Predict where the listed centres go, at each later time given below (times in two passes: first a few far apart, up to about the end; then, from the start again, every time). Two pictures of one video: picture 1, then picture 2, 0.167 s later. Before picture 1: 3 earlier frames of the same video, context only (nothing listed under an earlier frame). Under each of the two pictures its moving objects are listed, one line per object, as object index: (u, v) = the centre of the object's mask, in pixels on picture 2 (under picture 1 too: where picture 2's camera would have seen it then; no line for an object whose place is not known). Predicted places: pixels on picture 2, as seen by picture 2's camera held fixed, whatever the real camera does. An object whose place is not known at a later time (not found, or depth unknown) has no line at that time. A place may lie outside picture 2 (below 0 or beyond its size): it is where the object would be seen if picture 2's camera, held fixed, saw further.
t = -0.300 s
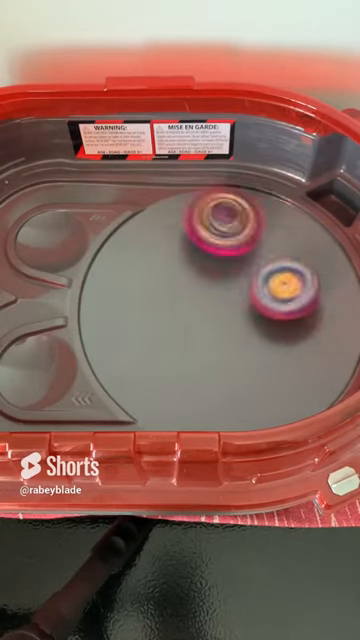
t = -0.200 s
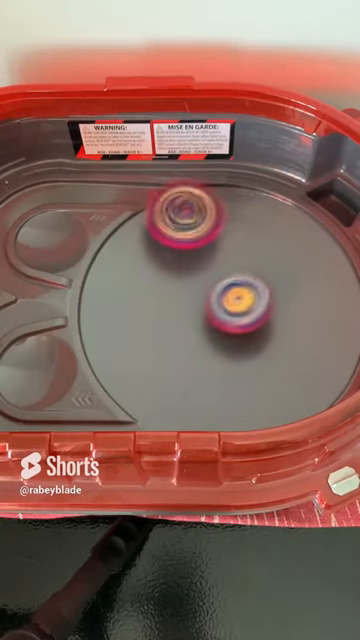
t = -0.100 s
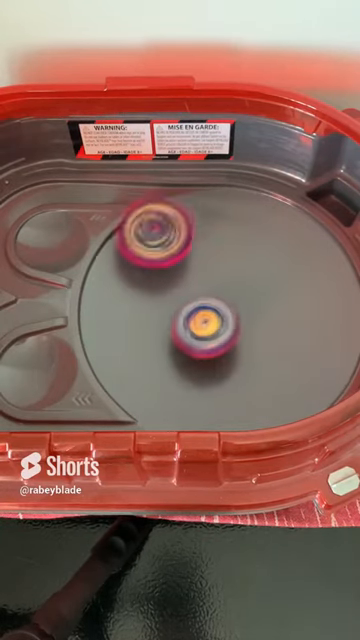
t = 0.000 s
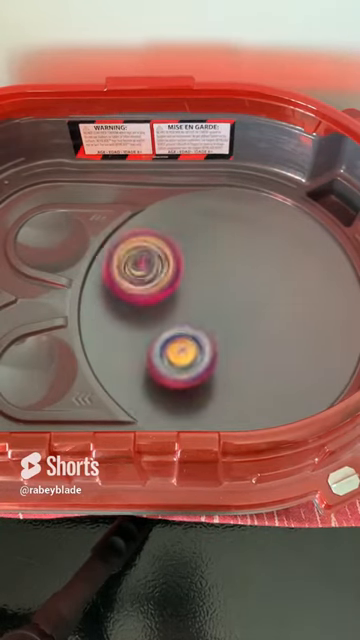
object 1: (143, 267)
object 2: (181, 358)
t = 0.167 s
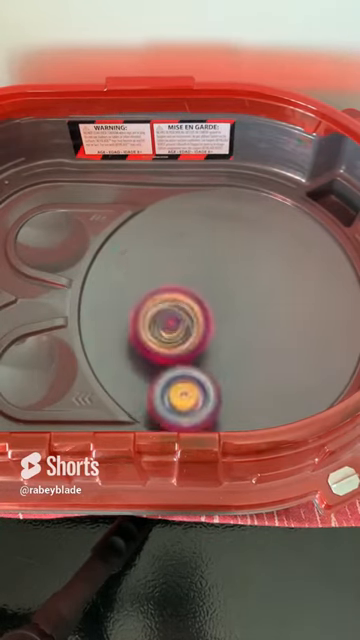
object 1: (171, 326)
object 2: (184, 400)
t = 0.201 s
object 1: (181, 333)
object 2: (191, 403)
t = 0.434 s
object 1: (271, 315)
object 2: (241, 383)
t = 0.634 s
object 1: (285, 257)
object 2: (198, 319)
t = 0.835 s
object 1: (234, 240)
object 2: (140, 289)
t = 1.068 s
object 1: (190, 289)
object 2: (120, 317)
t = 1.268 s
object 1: (282, 321)
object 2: (113, 334)
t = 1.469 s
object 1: (309, 304)
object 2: (171, 313)
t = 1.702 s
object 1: (267, 291)
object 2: (203, 257)
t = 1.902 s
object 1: (251, 326)
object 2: (202, 210)
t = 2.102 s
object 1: (246, 340)
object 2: (200, 206)
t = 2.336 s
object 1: (239, 329)
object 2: (230, 262)
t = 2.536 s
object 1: (217, 379)
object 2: (267, 261)
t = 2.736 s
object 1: (225, 374)
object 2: (293, 284)
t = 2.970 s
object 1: (218, 329)
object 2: (291, 308)
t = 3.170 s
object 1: (180, 309)
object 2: (277, 317)
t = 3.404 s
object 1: (167, 301)
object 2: (236, 339)
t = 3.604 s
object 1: (161, 296)
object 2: (237, 358)
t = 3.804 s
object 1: (176, 291)
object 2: (227, 344)
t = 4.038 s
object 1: (179, 251)
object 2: (242, 359)
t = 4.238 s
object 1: (184, 261)
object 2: (234, 336)
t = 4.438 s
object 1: (194, 268)
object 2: (228, 330)
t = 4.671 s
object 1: (202, 271)
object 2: (230, 336)
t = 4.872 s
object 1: (212, 271)
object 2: (230, 339)
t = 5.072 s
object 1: (223, 261)
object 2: (225, 347)
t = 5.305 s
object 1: (221, 261)
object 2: (213, 343)
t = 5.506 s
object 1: (232, 270)
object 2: (196, 339)
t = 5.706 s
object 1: (238, 270)
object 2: (188, 337)
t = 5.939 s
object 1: (241, 271)
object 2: (186, 324)
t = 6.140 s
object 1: (242, 277)
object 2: (179, 324)
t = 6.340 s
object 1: (251, 280)
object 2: (184, 323)
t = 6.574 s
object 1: (253, 284)
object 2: (183, 328)
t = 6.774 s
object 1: (254, 294)
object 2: (169, 322)
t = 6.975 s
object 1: (255, 295)
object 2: (173, 319)
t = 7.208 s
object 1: (246, 298)
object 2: (175, 317)
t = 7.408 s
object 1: (248, 299)
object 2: (176, 317)
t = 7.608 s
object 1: (247, 302)
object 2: (174, 315)
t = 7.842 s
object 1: (248, 301)
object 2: (177, 316)
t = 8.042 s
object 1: (243, 305)
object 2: (178, 314)
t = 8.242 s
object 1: (243, 306)
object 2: (178, 314)
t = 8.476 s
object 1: (243, 301)
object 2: (178, 314)
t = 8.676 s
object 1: (238, 305)
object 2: (177, 313)
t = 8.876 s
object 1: (239, 305)
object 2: (177, 311)
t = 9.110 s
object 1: (235, 296)
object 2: (177, 311)
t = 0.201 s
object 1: (181, 333)
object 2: (191, 403)
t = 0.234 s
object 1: (193, 338)
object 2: (200, 406)
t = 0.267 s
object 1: (207, 340)
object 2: (210, 407)
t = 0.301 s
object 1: (221, 341)
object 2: (221, 407)
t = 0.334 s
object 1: (234, 337)
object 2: (229, 405)
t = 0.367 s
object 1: (248, 332)
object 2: (236, 402)
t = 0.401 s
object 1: (260, 325)
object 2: (240, 395)
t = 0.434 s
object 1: (271, 315)
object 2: (241, 383)
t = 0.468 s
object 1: (279, 304)
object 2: (239, 371)
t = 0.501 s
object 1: (285, 294)
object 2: (233, 359)
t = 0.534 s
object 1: (288, 284)
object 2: (227, 348)
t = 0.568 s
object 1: (288, 274)
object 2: (218, 337)
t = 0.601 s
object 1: (289, 264)
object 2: (208, 327)
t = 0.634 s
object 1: (285, 257)
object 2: (198, 319)
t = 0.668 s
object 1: (279, 252)
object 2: (188, 312)
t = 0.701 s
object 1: (273, 246)
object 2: (177, 306)
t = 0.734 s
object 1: (265, 242)
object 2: (167, 300)
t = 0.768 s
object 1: (256, 241)
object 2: (158, 296)
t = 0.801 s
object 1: (245, 239)
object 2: (149, 292)
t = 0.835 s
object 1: (234, 240)
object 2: (140, 289)
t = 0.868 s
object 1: (224, 244)
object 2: (131, 289)
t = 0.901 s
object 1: (214, 248)
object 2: (124, 289)
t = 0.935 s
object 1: (206, 255)
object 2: (119, 292)
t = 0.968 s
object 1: (199, 263)
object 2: (114, 296)
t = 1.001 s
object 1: (194, 271)
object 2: (113, 302)
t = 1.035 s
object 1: (191, 280)
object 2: (114, 310)
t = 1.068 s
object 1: (190, 289)
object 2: (120, 317)
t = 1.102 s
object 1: (202, 295)
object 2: (111, 319)
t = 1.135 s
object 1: (222, 303)
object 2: (96, 322)
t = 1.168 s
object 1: (238, 310)
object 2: (85, 326)
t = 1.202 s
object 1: (255, 316)
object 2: (91, 329)
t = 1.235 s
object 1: (269, 320)
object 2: (103, 332)
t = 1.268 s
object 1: (282, 321)
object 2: (113, 334)
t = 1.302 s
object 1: (293, 321)
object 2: (124, 335)
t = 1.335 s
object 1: (299, 318)
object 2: (136, 334)
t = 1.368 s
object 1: (304, 315)
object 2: (147, 331)
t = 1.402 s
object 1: (307, 311)
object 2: (156, 326)
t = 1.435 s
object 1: (310, 308)
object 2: (164, 321)
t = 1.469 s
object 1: (309, 304)
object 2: (171, 313)
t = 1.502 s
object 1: (307, 301)
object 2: (175, 305)
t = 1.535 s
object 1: (304, 297)
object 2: (180, 296)
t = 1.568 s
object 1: (300, 293)
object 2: (186, 289)
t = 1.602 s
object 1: (294, 292)
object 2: (190, 280)
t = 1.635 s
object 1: (285, 291)
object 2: (195, 273)
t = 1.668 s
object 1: (277, 290)
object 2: (200, 265)
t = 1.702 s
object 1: (267, 291)
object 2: (203, 257)
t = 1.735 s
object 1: (261, 296)
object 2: (203, 248)
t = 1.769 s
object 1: (259, 304)
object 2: (202, 236)
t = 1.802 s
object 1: (257, 311)
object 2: (201, 226)
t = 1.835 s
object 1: (254, 317)
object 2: (201, 220)
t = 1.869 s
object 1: (252, 322)
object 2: (202, 215)
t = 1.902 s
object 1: (251, 326)
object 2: (202, 210)
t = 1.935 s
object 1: (250, 330)
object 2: (202, 206)
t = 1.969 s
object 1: (249, 334)
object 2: (202, 204)
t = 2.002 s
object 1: (248, 338)
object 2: (201, 202)
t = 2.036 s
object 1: (246, 341)
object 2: (201, 201)
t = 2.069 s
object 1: (246, 340)
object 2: (201, 202)
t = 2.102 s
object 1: (246, 340)
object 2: (200, 206)
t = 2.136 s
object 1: (246, 339)
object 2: (202, 213)
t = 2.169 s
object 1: (246, 338)
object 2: (204, 220)
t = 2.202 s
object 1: (245, 337)
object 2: (208, 229)
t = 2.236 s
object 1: (244, 335)
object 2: (212, 238)
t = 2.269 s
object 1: (243, 333)
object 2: (217, 246)
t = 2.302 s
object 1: (242, 331)
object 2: (224, 255)
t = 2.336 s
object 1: (239, 329)
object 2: (230, 262)
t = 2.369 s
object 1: (232, 335)
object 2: (236, 263)
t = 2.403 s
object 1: (227, 347)
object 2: (245, 257)
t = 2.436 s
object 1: (222, 357)
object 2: (251, 255)
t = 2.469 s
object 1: (219, 365)
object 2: (256, 256)
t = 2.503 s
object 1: (217, 372)
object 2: (262, 258)
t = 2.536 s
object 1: (217, 379)
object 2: (267, 261)
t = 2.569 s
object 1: (217, 383)
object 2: (273, 265)
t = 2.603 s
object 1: (218, 383)
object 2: (277, 268)
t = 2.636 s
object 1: (220, 382)
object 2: (283, 273)
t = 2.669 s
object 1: (221, 380)
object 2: (287, 276)
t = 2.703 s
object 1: (223, 377)
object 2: (290, 280)
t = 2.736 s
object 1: (225, 374)
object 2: (293, 284)
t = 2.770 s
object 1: (226, 371)
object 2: (295, 289)
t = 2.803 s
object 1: (226, 366)
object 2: (297, 293)
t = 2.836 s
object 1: (227, 359)
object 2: (296, 296)
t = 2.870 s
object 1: (228, 351)
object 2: (297, 300)
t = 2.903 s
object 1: (227, 343)
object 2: (295, 302)
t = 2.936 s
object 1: (224, 336)
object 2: (292, 306)
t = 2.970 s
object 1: (218, 329)
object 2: (291, 308)
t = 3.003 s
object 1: (211, 323)
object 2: (291, 310)
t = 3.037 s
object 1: (204, 319)
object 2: (291, 311)
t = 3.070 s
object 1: (197, 315)
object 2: (288, 312)
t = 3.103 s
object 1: (191, 311)
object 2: (285, 314)
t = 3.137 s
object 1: (186, 309)
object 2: (280, 315)
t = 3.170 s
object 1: (180, 309)
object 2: (277, 317)
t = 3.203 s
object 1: (176, 306)
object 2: (270, 319)
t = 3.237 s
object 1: (173, 304)
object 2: (264, 322)
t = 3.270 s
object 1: (171, 302)
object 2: (258, 324)
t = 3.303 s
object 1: (170, 303)
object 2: (251, 329)
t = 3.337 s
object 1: (169, 303)
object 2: (245, 331)
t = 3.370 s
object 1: (169, 303)
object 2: (239, 336)
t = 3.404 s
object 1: (167, 301)
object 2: (236, 339)
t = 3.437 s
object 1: (163, 298)
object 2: (235, 346)
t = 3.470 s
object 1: (162, 296)
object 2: (236, 349)
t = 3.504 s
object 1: (161, 295)
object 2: (235, 354)
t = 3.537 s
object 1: (161, 296)
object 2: (236, 356)
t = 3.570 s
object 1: (160, 296)
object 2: (237, 358)
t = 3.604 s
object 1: (161, 296)
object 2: (237, 358)
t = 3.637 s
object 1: (162, 296)
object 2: (237, 357)
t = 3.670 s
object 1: (164, 296)
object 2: (236, 355)
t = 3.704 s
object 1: (166, 296)
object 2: (234, 354)
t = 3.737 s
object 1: (168, 296)
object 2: (233, 351)
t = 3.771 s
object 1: (172, 294)
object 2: (230, 345)
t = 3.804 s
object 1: (176, 291)
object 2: (227, 344)
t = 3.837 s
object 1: (177, 281)
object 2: (229, 350)
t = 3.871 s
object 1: (178, 270)
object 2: (231, 354)
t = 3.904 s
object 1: (179, 262)
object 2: (233, 359)
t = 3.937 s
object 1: (180, 257)
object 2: (237, 361)
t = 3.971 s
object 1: (180, 253)
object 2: (239, 362)
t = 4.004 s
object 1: (180, 251)
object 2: (240, 361)
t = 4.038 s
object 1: (179, 251)
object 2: (242, 359)
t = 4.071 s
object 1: (179, 251)
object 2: (242, 356)
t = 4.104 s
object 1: (180, 251)
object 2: (244, 353)
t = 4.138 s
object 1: (181, 254)
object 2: (241, 350)
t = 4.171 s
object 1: (181, 256)
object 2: (241, 344)
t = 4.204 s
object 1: (182, 258)
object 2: (239, 341)
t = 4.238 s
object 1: (184, 261)
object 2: (234, 336)
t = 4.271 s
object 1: (187, 266)
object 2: (231, 330)
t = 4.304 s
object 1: (189, 268)
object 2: (228, 327)
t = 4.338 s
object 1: (190, 265)
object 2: (228, 328)
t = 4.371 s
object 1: (192, 265)
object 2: (228, 330)
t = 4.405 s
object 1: (194, 267)
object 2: (227, 329)
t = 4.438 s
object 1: (194, 268)
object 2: (228, 330)
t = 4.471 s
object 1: (195, 270)
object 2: (228, 331)
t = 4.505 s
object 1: (195, 269)
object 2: (229, 332)
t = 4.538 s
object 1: (195, 268)
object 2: (229, 334)
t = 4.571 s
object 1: (197, 269)
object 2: (228, 333)
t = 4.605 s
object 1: (199, 271)
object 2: (230, 334)
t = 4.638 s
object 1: (201, 272)
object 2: (229, 335)
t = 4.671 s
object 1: (202, 271)
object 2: (230, 336)
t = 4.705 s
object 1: (205, 270)
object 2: (231, 338)
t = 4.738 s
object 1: (208, 270)
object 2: (230, 337)
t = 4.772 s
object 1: (209, 272)
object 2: (231, 337)
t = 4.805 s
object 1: (209, 271)
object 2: (230, 339)
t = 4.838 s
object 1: (210, 270)
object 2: (229, 339)
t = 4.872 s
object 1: (212, 271)
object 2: (230, 339)
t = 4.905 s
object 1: (215, 269)
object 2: (229, 340)
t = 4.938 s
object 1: (217, 270)
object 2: (229, 338)
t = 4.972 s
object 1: (218, 271)
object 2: (229, 338)
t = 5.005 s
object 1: (219, 268)
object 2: (226, 342)
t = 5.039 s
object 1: (221, 264)
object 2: (225, 345)
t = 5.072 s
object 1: (223, 261)
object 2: (225, 347)
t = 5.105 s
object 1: (225, 261)
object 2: (222, 349)
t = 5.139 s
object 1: (224, 260)
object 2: (222, 348)
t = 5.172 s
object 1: (224, 260)
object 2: (221, 349)
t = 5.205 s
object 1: (224, 261)
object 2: (219, 348)
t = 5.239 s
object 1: (222, 262)
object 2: (218, 346)
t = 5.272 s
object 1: (221, 262)
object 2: (216, 346)
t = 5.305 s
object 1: (221, 261)
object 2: (213, 343)
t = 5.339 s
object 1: (221, 263)
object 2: (210, 340)
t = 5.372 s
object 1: (222, 264)
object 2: (208, 339)
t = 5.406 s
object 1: (225, 268)
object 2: (205, 337)
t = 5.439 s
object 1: (225, 271)
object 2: (203, 335)
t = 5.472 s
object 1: (229, 270)
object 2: (200, 339)
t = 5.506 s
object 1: (232, 270)
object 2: (196, 339)
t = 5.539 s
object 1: (235, 270)
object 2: (193, 340)
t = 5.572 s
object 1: (236, 269)
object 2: (191, 339)
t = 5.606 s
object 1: (238, 268)
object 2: (189, 339)
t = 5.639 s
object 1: (240, 268)
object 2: (188, 338)
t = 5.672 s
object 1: (240, 269)
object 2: (187, 337)
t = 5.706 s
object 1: (238, 270)
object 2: (188, 337)
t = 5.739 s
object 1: (236, 271)
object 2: (187, 336)
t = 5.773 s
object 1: (235, 270)
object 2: (187, 334)
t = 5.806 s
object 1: (235, 270)
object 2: (189, 331)
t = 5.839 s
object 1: (235, 270)
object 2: (190, 329)
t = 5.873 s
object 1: (235, 271)
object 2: (190, 326)
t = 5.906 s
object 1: (237, 271)
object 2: (189, 323)
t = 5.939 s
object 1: (241, 271)
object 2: (186, 324)
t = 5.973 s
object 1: (242, 273)
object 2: (184, 326)
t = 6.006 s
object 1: (242, 275)
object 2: (181, 326)
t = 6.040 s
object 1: (242, 276)
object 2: (182, 324)
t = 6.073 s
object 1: (242, 276)
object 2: (182, 325)
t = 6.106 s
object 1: (243, 276)
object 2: (180, 327)
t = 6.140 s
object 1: (242, 277)
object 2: (179, 324)
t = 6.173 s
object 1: (243, 277)
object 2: (183, 323)
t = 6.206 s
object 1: (244, 277)
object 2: (186, 323)
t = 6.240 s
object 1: (244, 278)
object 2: (186, 323)
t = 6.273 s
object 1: (244, 278)
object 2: (186, 321)
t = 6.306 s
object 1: (247, 279)
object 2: (185, 321)
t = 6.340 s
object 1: (251, 280)
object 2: (184, 323)
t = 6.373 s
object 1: (252, 282)
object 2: (182, 325)
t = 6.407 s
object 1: (252, 283)
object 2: (179, 326)
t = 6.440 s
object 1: (252, 282)
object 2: (179, 327)
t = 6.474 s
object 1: (252, 282)
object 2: (180, 329)
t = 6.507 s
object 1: (253, 282)
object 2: (179, 329)
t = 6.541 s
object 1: (254, 282)
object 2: (180, 329)
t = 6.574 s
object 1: (253, 284)
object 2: (183, 328)
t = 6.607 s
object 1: (252, 287)
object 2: (185, 329)
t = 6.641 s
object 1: (249, 289)
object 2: (186, 329)
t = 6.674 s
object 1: (248, 289)
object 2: (186, 327)
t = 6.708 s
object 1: (249, 290)
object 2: (180, 326)
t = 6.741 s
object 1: (252, 292)
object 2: (173, 323)
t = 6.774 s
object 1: (254, 294)
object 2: (169, 322)
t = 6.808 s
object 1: (254, 296)
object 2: (169, 320)
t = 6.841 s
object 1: (255, 297)
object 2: (169, 319)
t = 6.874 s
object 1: (257, 297)
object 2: (170, 319)
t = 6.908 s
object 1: (257, 297)
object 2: (171, 318)
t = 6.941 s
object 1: (257, 297)
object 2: (172, 320)
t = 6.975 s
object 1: (255, 295)
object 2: (173, 319)
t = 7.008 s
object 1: (254, 294)
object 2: (173, 319)
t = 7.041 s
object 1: (254, 292)
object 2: (174, 318)
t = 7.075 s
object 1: (255, 292)
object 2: (175, 318)
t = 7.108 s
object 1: (254, 295)
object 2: (176, 318)
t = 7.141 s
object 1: (252, 298)
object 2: (177, 317)
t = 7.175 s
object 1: (247, 299)
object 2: (177, 316)
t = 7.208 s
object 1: (246, 298)
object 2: (175, 317)
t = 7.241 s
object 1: (247, 298)
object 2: (175, 318)
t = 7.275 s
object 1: (248, 298)
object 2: (176, 317)
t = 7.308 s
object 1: (249, 299)
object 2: (176, 317)
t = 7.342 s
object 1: (250, 299)
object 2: (176, 317)
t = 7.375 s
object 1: (249, 299)
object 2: (176, 317)
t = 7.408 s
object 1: (248, 299)
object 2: (176, 317)
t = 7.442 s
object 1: (247, 301)
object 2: (176, 317)
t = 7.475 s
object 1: (246, 302)
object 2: (176, 317)
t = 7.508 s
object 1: (246, 304)
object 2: (175, 317)
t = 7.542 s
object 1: (247, 305)
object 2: (175, 317)
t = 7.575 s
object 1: (246, 303)
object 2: (176, 316)
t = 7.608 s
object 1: (247, 302)
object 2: (174, 315)
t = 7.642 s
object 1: (249, 301)
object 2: (176, 316)
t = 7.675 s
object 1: (249, 299)
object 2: (177, 316)
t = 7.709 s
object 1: (250, 298)
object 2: (178, 316)
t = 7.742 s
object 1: (252, 299)
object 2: (177, 316)
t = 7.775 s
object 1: (253, 299)
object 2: (177, 316)
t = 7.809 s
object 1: (251, 300)
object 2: (177, 316)
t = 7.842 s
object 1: (248, 301)
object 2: (177, 316)
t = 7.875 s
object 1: (246, 301)
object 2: (177, 316)
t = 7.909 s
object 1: (245, 301)
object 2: (177, 316)
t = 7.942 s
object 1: (244, 301)
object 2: (177, 315)
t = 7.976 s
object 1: (244, 302)
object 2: (177, 316)
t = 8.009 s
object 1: (243, 303)
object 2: (177, 315)
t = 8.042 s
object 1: (243, 305)
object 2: (178, 314)
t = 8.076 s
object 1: (244, 306)
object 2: (178, 314)
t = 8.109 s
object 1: (245, 306)
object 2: (178, 314)
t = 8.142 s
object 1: (245, 307)
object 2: (178, 314)
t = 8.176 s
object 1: (245, 307)
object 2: (179, 314)
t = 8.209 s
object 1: (245, 307)
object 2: (178, 314)
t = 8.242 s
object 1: (243, 306)
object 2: (178, 314)
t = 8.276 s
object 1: (243, 305)
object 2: (178, 314)
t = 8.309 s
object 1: (244, 304)
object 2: (179, 314)
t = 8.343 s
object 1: (246, 303)
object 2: (178, 314)
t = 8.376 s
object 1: (246, 303)
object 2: (179, 314)
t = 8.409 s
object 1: (246, 302)
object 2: (179, 314)
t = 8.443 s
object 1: (245, 302)
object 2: (178, 314)
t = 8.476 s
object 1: (243, 301)
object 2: (178, 314)
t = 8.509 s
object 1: (242, 300)
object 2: (178, 314)
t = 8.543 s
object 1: (241, 300)
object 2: (178, 314)
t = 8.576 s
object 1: (240, 301)
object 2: (178, 314)
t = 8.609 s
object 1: (239, 302)
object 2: (178, 314)
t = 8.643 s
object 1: (238, 303)
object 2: (177, 314)
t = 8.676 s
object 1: (238, 305)
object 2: (177, 313)
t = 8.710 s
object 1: (237, 305)
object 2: (177, 313)
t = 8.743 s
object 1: (237, 305)
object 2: (177, 313)
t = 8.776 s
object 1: (237, 306)
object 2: (177, 313)
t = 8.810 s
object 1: (238, 306)
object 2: (176, 312)
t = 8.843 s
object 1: (239, 306)
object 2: (176, 311)
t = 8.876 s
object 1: (239, 305)
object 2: (177, 311)
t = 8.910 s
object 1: (237, 304)
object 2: (176, 311)
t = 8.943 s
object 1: (237, 303)
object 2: (176, 311)
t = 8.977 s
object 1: (238, 302)
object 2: (177, 311)
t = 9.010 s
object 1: (238, 300)
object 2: (177, 311)
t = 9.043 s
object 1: (237, 298)
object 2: (177, 311)
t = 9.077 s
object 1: (236, 297)
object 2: (177, 311)
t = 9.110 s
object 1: (235, 296)
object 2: (177, 311)
